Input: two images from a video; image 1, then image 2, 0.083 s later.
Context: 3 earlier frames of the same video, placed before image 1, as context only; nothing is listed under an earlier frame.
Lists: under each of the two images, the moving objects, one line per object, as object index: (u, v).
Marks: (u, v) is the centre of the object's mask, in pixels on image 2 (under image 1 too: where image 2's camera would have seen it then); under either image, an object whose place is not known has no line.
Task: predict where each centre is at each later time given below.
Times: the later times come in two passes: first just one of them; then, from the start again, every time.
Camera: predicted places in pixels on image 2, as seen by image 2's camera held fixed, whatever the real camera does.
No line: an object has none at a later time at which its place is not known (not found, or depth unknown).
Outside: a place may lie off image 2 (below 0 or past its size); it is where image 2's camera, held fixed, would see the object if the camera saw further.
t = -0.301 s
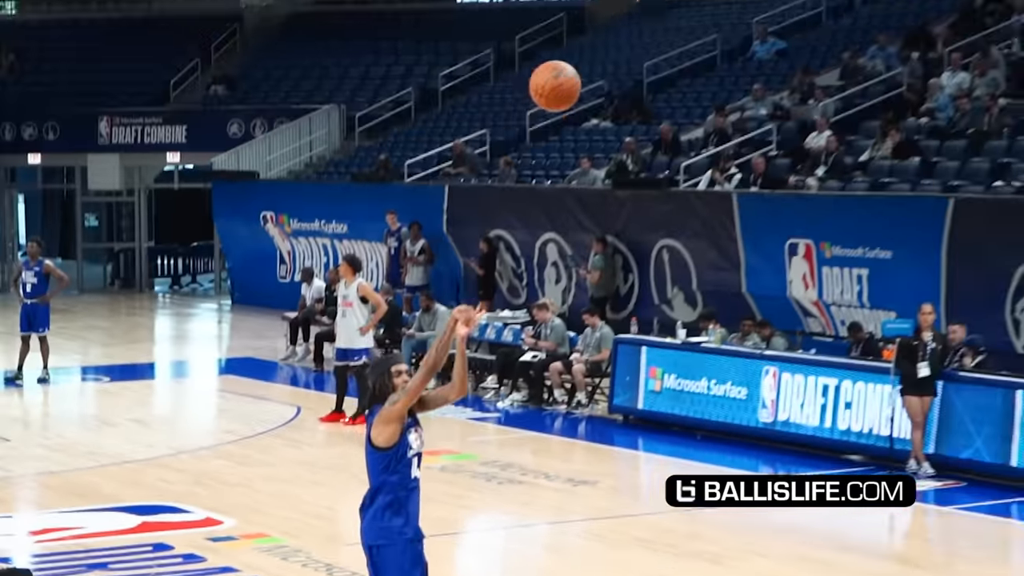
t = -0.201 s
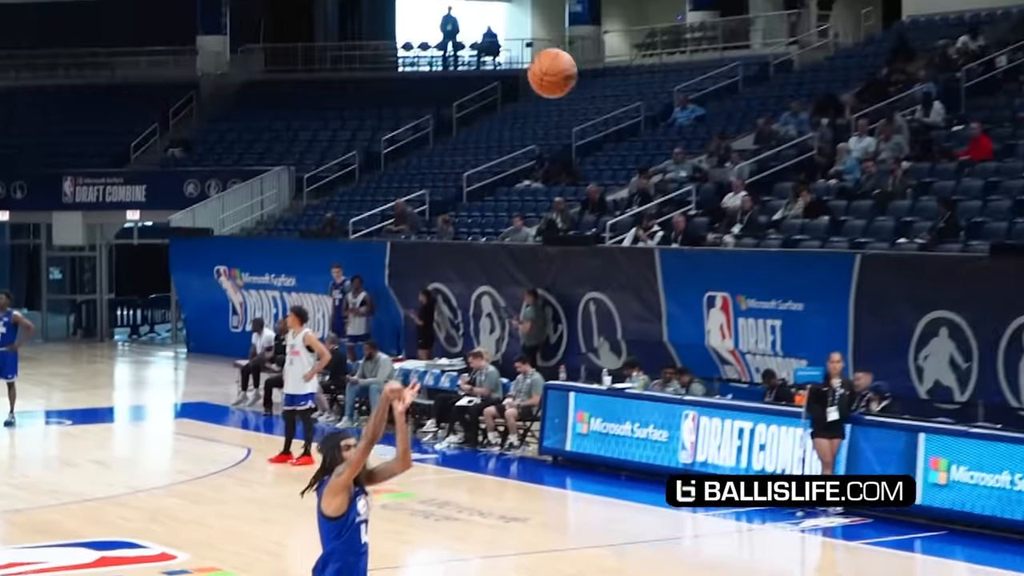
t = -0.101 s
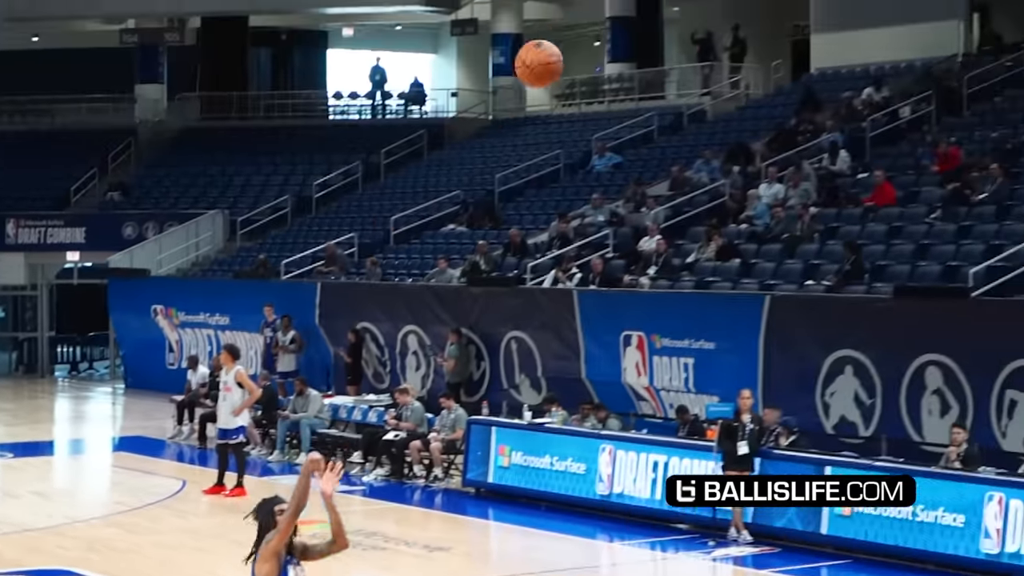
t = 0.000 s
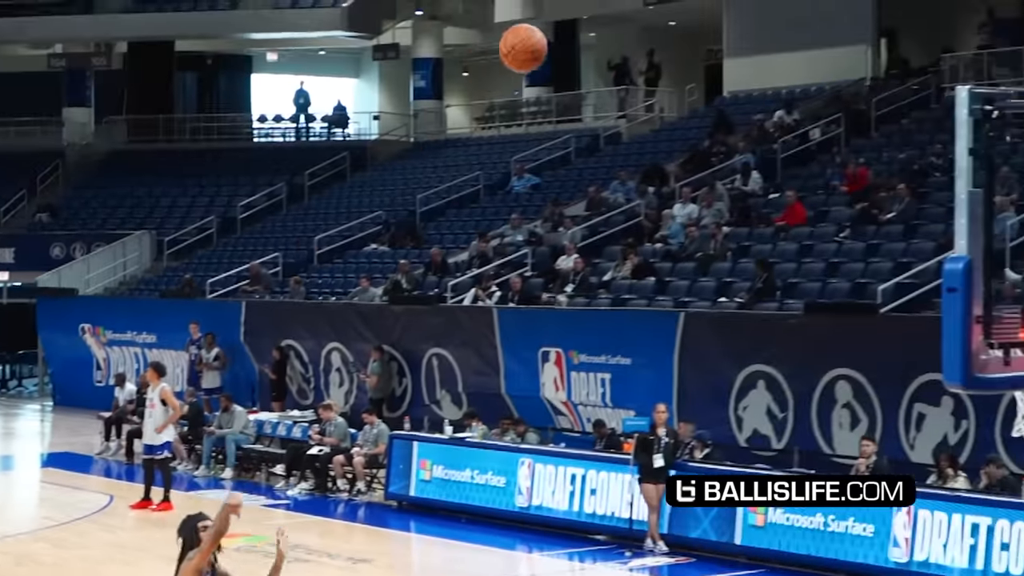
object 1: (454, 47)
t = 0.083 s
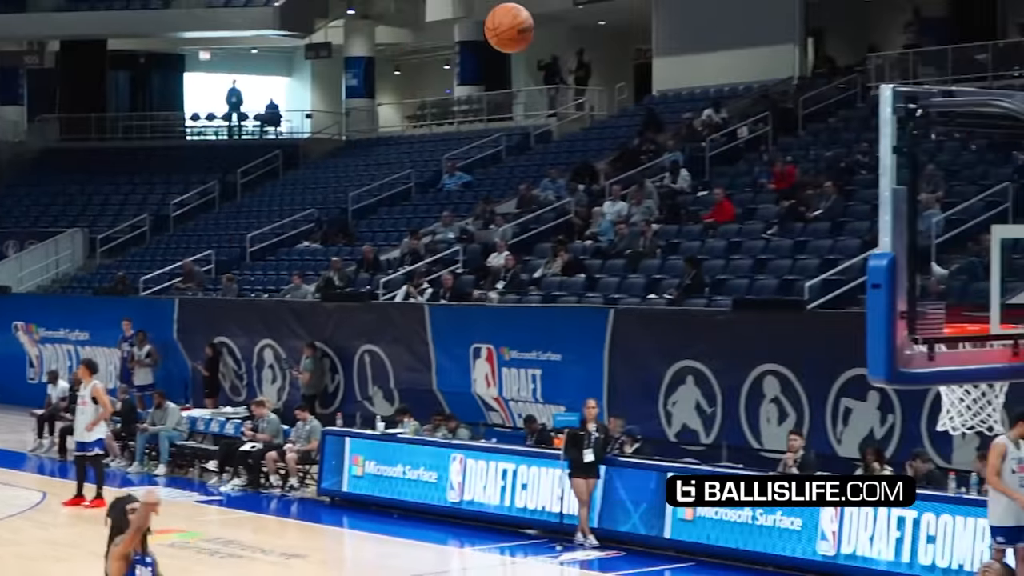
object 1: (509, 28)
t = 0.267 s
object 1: (638, 34)
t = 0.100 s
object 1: (520, 25)
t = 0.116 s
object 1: (532, 24)
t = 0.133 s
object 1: (544, 24)
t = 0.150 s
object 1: (555, 24)
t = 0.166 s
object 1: (566, 24)
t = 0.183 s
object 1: (578, 25)
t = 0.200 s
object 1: (590, 26)
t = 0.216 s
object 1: (602, 27)
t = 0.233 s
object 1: (614, 29)
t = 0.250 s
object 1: (626, 32)
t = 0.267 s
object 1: (638, 34)
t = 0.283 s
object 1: (650, 35)
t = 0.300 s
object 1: (663, 37)
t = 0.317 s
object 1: (676, 42)
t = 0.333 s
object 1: (689, 48)
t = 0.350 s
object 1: (702, 54)
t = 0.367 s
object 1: (715, 60)
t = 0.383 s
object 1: (729, 69)
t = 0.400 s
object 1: (742, 77)
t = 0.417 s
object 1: (757, 85)
